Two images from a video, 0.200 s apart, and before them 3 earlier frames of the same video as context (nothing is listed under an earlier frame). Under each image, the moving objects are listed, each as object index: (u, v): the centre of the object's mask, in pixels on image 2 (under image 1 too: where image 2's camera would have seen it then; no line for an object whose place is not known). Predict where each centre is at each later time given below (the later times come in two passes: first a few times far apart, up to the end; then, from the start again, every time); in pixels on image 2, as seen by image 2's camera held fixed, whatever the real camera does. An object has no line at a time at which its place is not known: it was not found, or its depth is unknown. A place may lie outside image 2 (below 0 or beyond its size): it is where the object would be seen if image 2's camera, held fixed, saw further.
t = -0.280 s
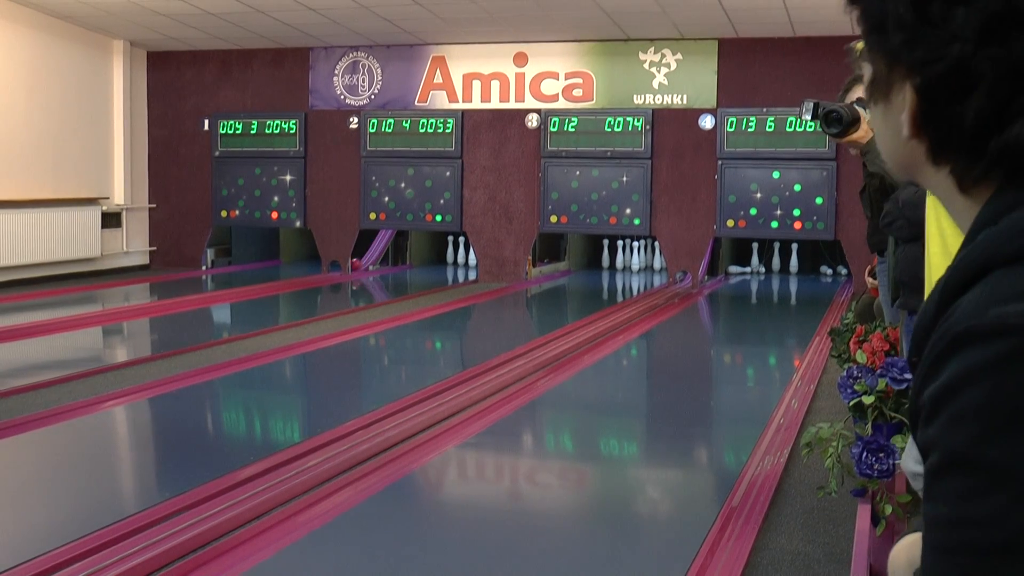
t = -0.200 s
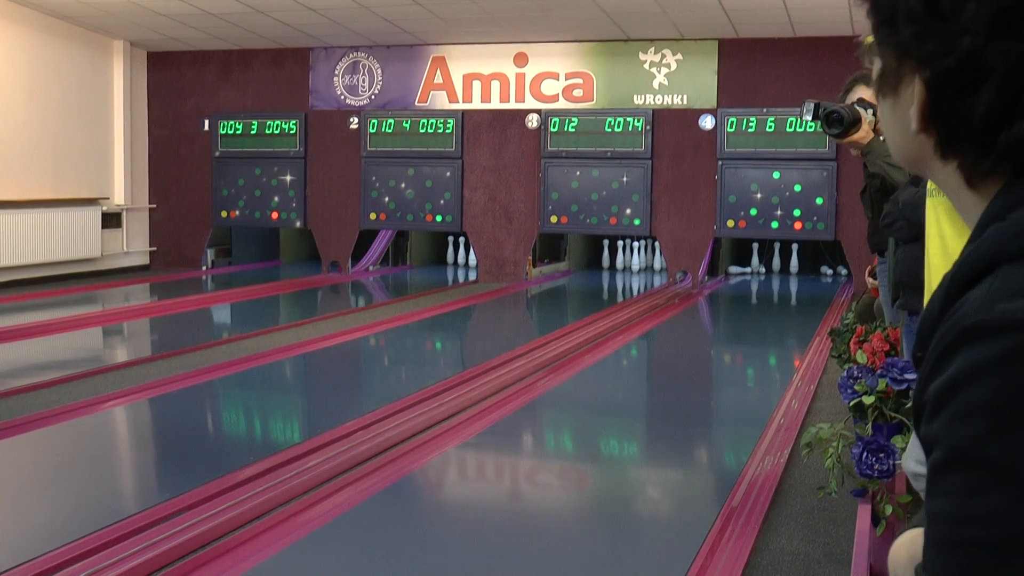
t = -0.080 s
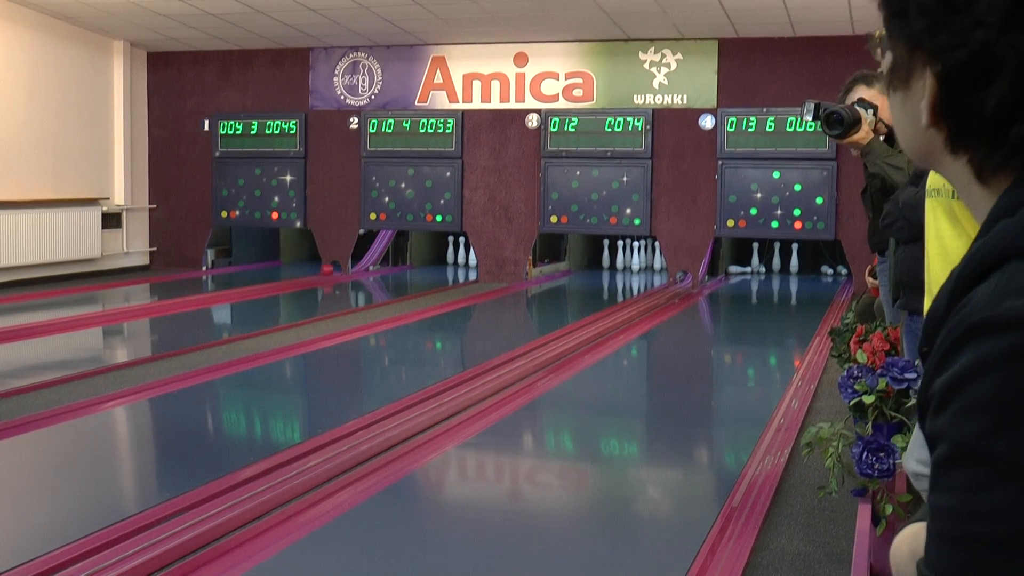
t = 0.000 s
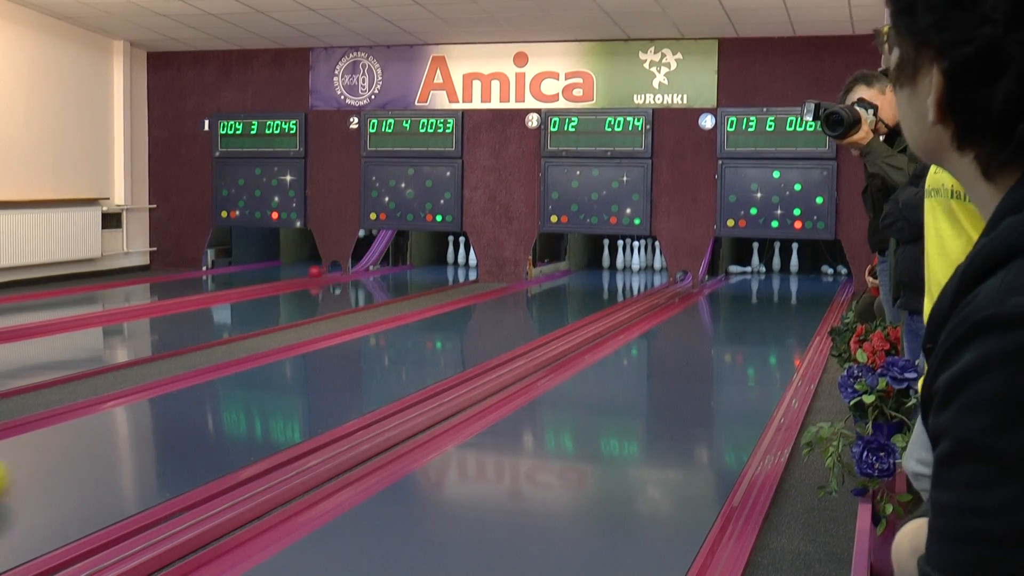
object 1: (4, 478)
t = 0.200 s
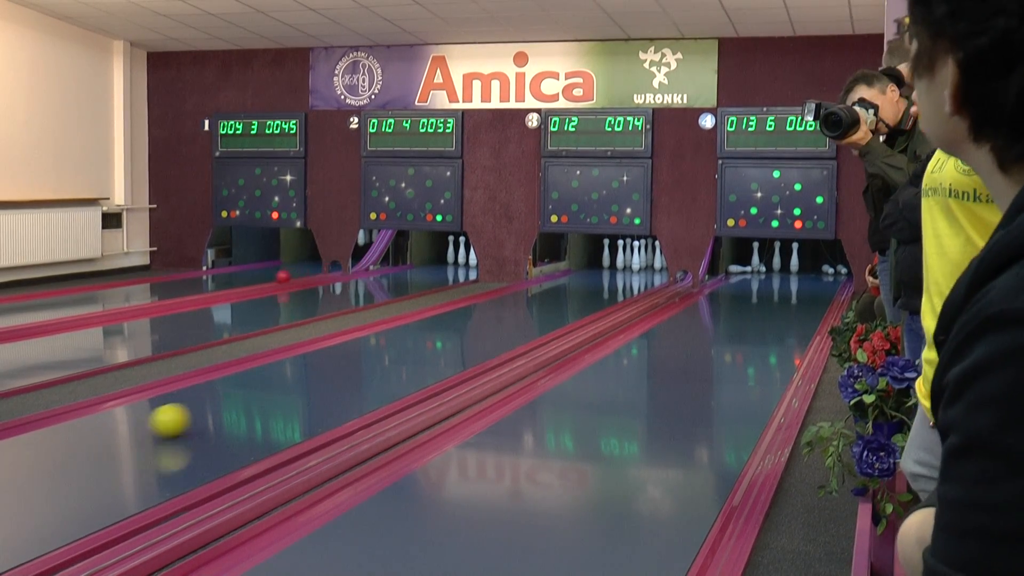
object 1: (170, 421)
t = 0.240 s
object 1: (197, 412)
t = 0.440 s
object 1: (308, 376)
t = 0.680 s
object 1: (401, 346)
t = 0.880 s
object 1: (458, 328)
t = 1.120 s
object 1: (510, 311)
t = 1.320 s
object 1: (545, 299)
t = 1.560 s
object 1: (580, 288)
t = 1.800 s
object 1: (608, 279)
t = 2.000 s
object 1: (628, 272)
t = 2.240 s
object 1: (649, 265)
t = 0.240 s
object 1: (197, 412)
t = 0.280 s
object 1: (223, 404)
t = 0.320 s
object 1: (247, 396)
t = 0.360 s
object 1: (269, 389)
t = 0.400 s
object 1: (289, 382)
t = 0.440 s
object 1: (308, 376)
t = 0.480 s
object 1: (326, 370)
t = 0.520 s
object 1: (343, 364)
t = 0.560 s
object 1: (359, 360)
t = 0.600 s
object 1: (374, 355)
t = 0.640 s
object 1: (388, 350)
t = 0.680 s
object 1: (401, 346)
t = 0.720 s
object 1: (414, 342)
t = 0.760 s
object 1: (425, 338)
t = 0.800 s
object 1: (437, 334)
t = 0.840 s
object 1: (448, 331)
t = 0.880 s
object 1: (458, 328)
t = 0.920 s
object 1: (468, 325)
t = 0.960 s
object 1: (477, 321)
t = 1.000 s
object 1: (486, 319)
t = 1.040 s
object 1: (494, 316)
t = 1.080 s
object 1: (502, 313)
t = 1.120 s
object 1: (510, 311)
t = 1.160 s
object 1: (518, 308)
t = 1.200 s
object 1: (525, 306)
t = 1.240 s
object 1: (532, 303)
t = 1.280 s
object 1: (538, 301)
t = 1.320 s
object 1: (545, 299)
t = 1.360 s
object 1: (551, 297)
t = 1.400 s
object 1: (558, 296)
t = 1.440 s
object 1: (563, 294)
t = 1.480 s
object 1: (569, 292)
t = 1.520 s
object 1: (575, 290)
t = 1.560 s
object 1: (580, 288)
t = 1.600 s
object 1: (585, 287)
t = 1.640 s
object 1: (590, 285)
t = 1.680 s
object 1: (595, 283)
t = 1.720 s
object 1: (599, 282)
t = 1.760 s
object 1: (604, 280)
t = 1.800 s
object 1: (608, 279)
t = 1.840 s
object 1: (612, 277)
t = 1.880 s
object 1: (616, 276)
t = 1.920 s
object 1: (620, 275)
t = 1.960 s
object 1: (624, 273)
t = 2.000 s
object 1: (628, 272)
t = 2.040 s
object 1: (632, 270)
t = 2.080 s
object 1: (636, 269)
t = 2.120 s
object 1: (639, 268)
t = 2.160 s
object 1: (643, 267)
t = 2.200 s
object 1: (645, 266)
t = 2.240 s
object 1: (649, 265)
